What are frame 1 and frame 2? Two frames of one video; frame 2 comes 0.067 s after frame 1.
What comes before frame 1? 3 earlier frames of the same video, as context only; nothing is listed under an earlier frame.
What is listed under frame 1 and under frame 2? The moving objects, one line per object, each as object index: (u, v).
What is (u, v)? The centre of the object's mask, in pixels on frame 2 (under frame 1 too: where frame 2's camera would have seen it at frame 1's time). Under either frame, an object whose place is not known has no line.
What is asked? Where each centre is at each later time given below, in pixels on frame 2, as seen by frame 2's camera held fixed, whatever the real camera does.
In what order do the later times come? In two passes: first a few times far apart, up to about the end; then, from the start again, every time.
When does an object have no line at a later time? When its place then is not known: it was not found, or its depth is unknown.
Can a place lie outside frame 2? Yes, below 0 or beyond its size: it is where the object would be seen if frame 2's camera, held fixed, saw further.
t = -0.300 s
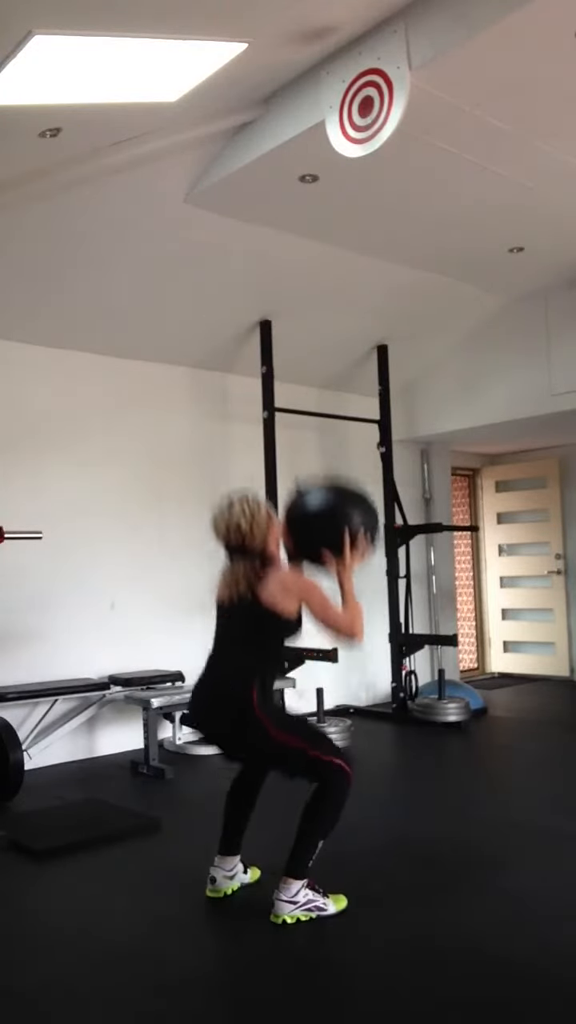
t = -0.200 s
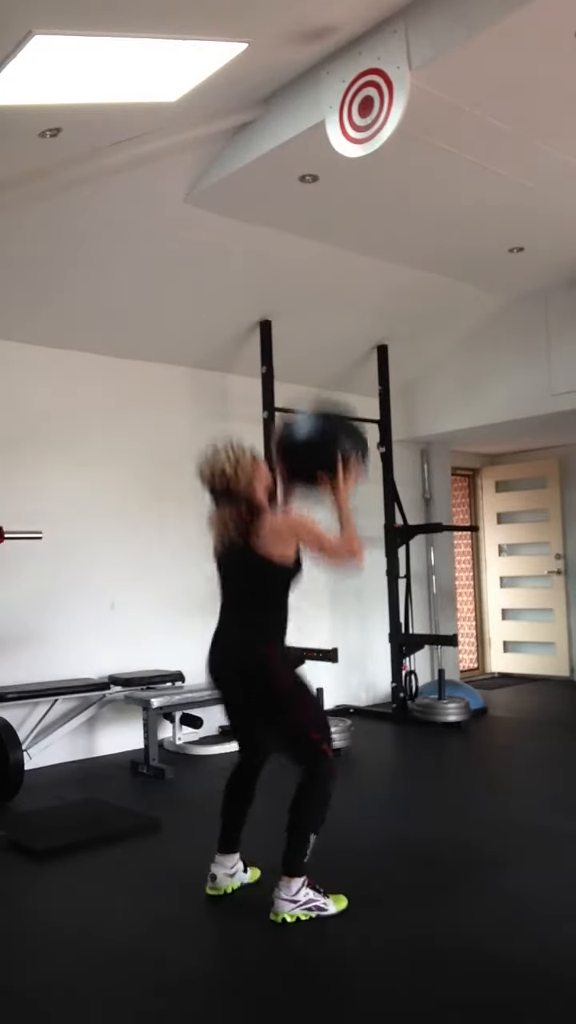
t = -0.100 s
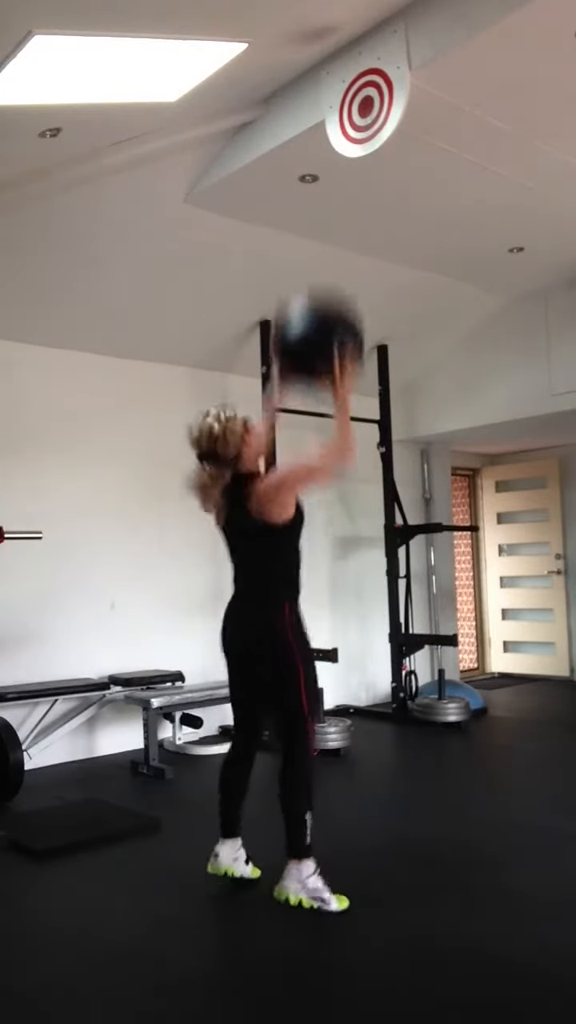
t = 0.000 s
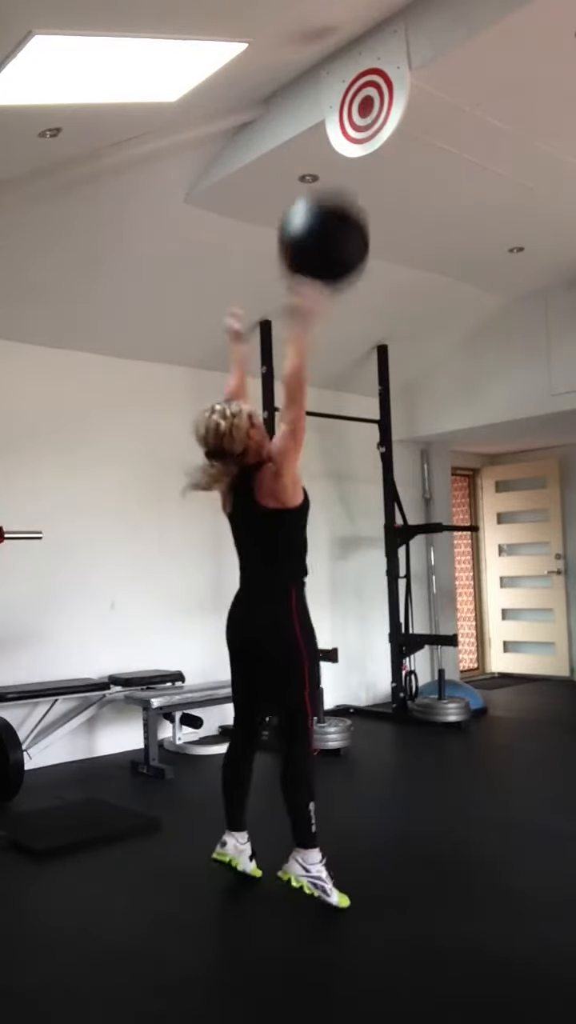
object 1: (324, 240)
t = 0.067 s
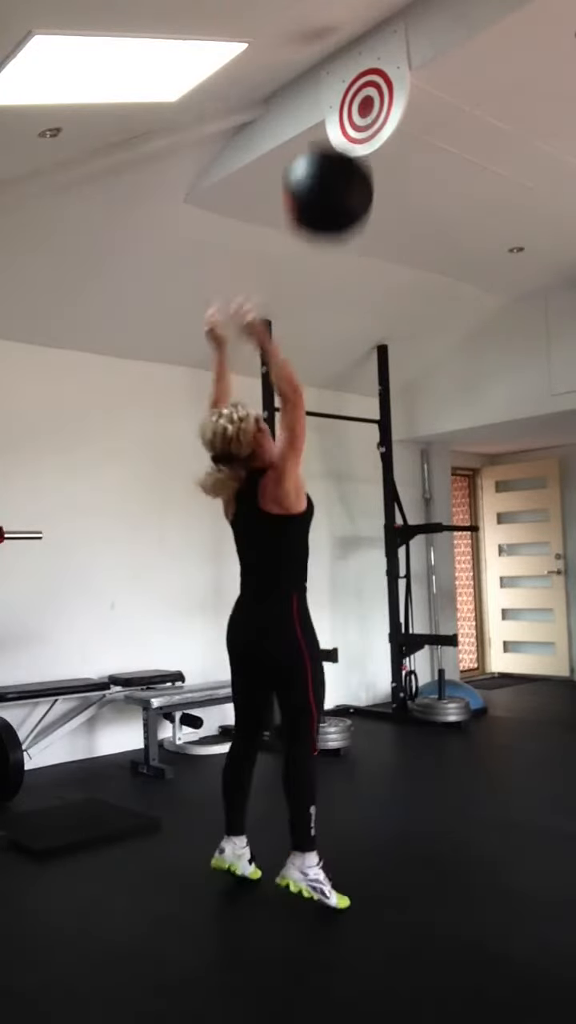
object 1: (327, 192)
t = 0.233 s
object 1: (339, 117)
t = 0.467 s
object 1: (310, 117)
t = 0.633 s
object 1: (295, 199)
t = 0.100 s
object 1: (329, 172)
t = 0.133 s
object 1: (331, 154)
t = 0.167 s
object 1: (335, 138)
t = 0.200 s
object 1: (338, 126)
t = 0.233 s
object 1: (339, 117)
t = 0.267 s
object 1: (336, 110)
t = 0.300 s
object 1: (328, 103)
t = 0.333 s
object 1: (324, 100)
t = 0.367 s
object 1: (322, 101)
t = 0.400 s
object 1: (317, 103)
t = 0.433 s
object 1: (312, 108)
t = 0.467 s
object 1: (310, 117)
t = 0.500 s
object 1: (306, 127)
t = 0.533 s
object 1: (303, 142)
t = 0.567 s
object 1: (300, 158)
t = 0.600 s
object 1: (298, 178)
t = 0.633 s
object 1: (295, 199)
